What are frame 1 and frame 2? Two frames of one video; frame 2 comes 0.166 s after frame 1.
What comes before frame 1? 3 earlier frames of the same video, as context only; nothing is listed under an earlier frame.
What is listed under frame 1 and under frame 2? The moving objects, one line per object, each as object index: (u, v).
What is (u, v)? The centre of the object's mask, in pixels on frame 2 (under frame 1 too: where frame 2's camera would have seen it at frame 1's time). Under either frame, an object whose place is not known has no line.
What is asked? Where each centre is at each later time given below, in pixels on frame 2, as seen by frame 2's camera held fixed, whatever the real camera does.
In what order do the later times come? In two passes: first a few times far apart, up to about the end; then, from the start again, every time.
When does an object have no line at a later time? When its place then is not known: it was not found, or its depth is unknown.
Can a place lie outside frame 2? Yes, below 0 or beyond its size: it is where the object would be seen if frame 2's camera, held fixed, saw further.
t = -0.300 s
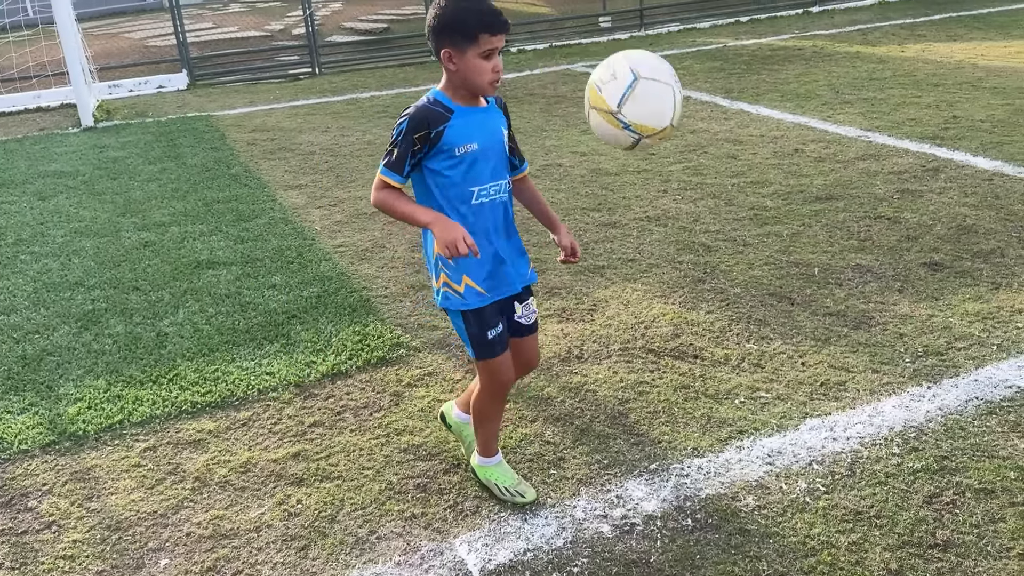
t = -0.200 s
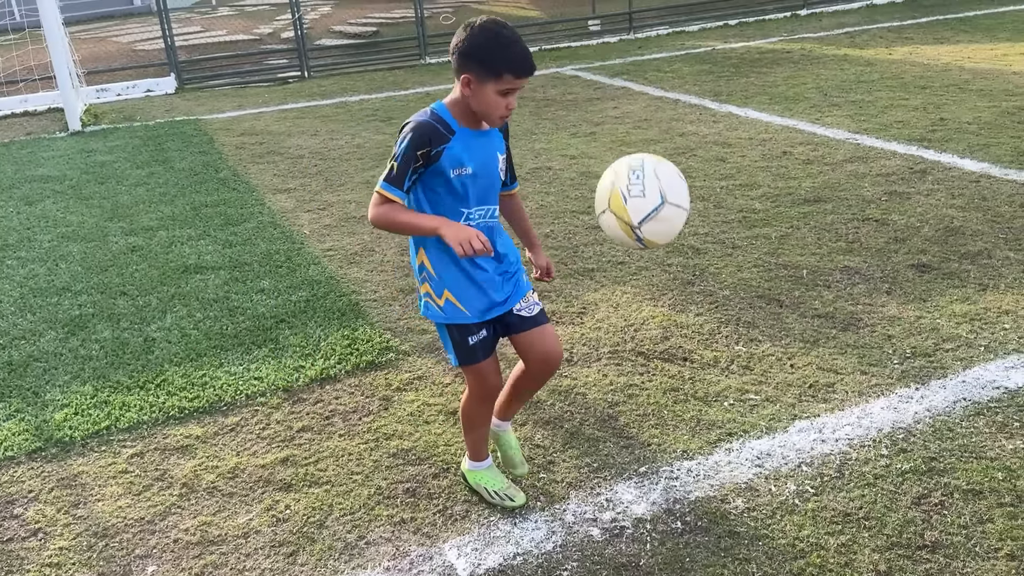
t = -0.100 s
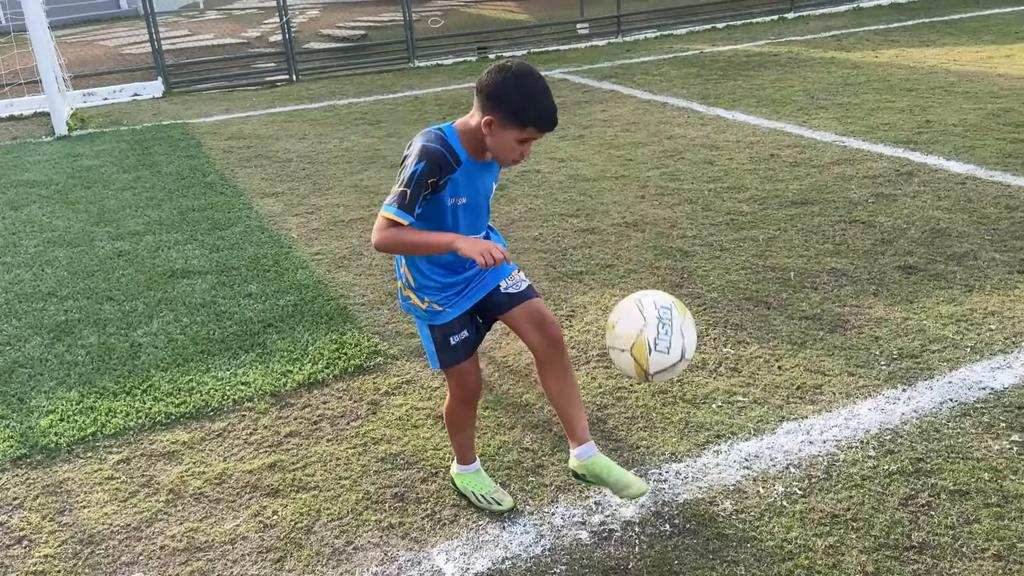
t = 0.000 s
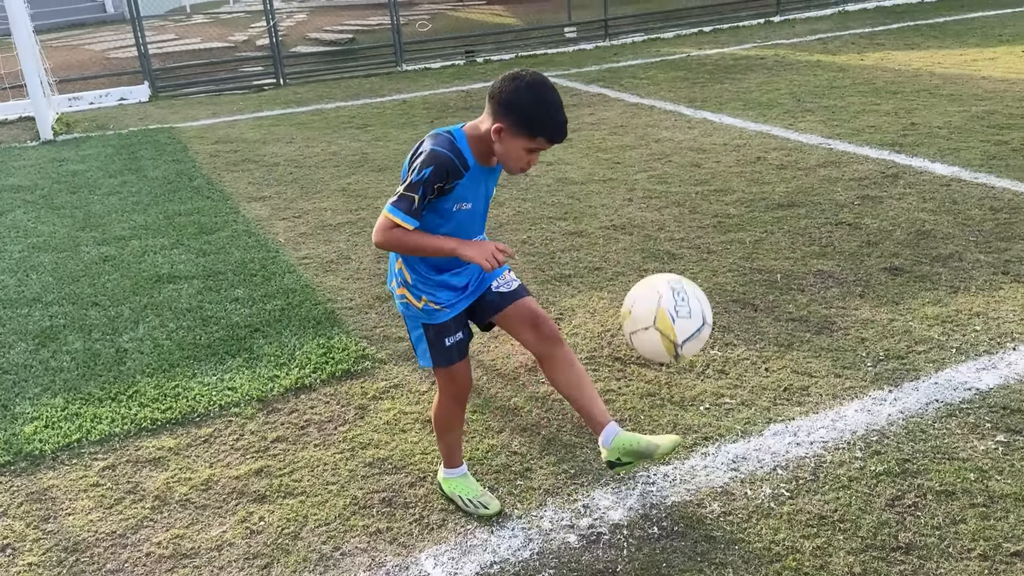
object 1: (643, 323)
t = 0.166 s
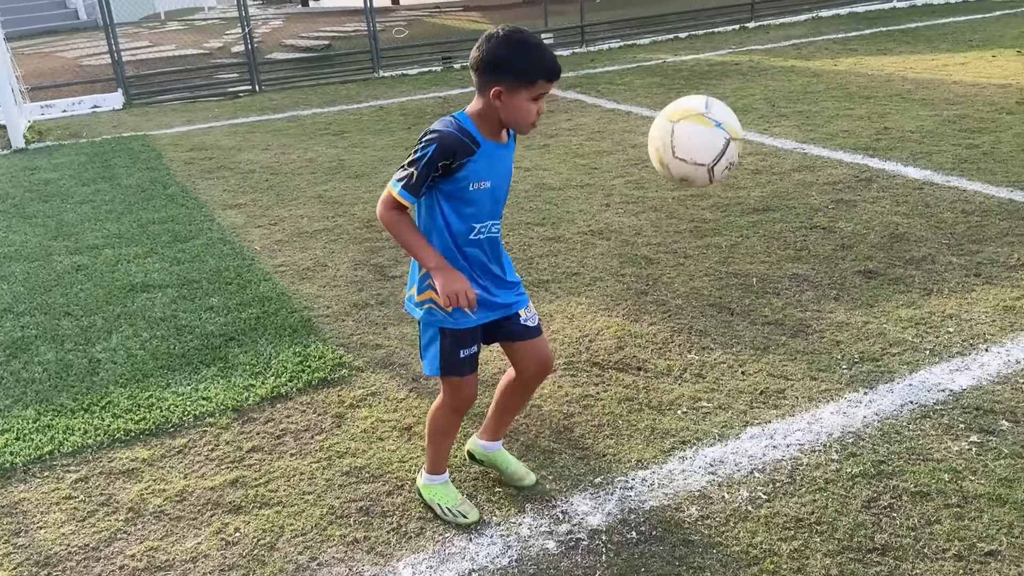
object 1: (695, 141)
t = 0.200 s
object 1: (705, 118)
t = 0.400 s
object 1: (762, 80)
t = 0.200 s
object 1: (705, 118)
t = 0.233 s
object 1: (716, 99)
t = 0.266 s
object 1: (726, 86)
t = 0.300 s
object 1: (735, 78)
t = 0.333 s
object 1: (744, 74)
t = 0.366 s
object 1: (753, 75)
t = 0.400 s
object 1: (762, 80)
